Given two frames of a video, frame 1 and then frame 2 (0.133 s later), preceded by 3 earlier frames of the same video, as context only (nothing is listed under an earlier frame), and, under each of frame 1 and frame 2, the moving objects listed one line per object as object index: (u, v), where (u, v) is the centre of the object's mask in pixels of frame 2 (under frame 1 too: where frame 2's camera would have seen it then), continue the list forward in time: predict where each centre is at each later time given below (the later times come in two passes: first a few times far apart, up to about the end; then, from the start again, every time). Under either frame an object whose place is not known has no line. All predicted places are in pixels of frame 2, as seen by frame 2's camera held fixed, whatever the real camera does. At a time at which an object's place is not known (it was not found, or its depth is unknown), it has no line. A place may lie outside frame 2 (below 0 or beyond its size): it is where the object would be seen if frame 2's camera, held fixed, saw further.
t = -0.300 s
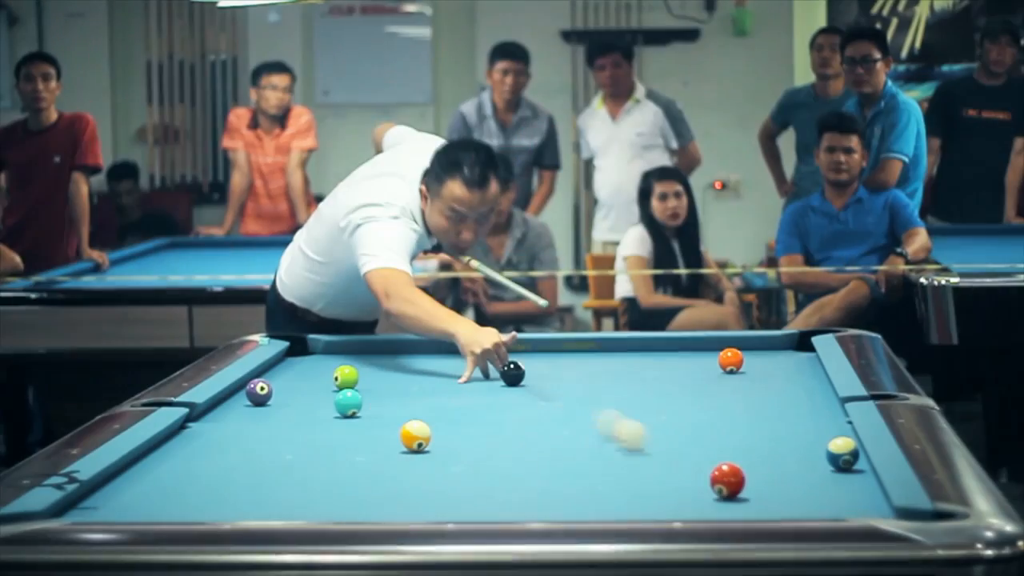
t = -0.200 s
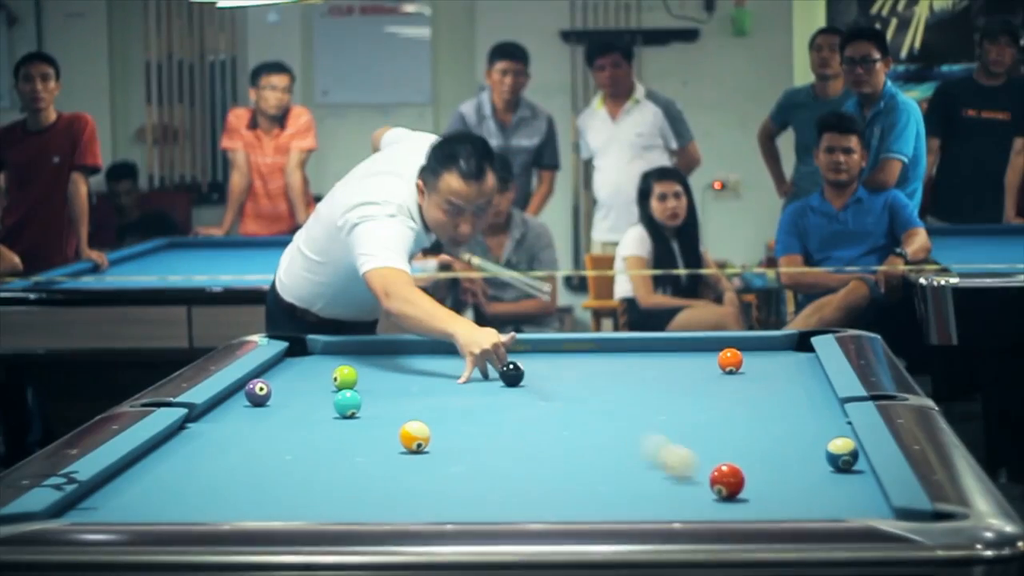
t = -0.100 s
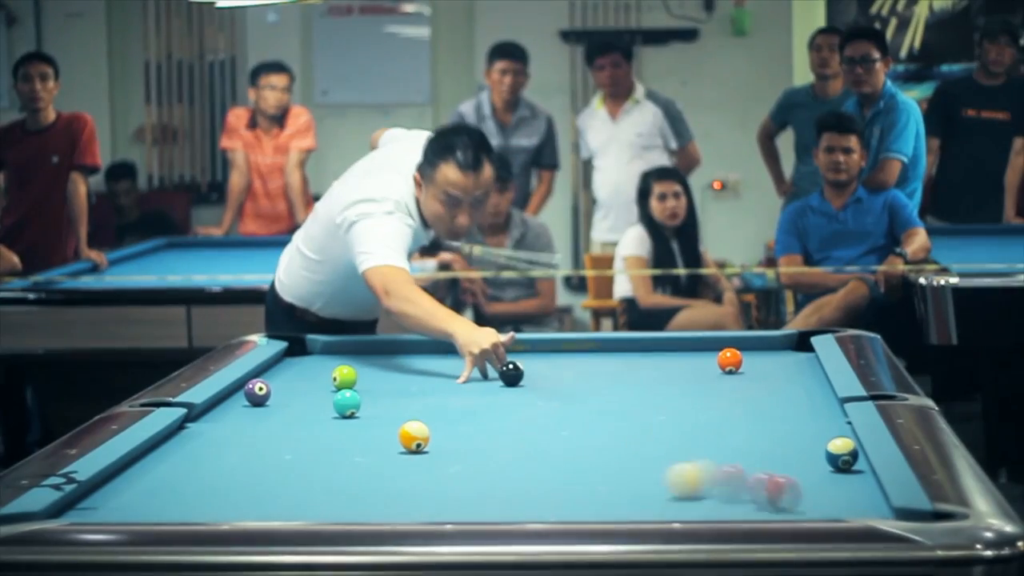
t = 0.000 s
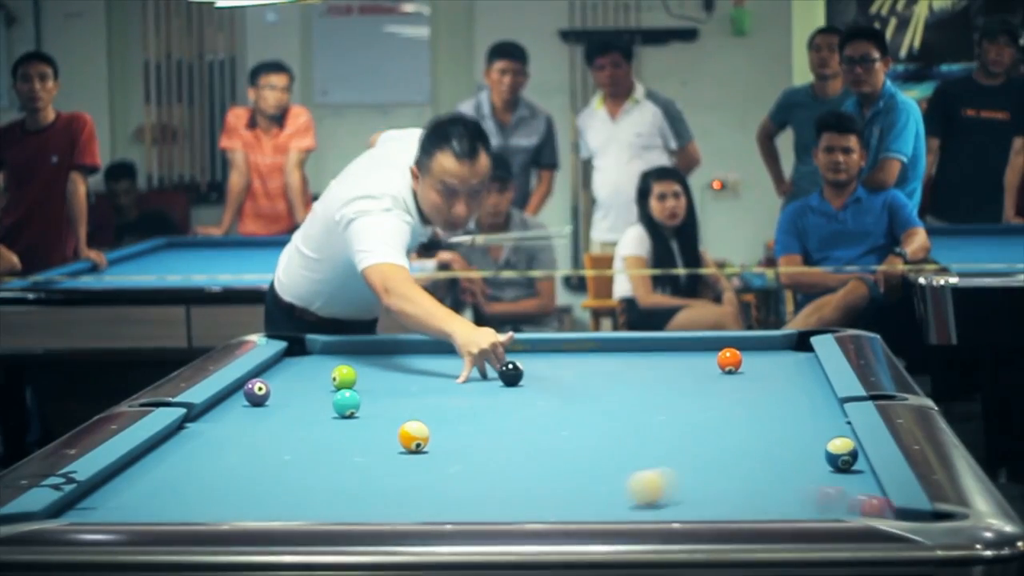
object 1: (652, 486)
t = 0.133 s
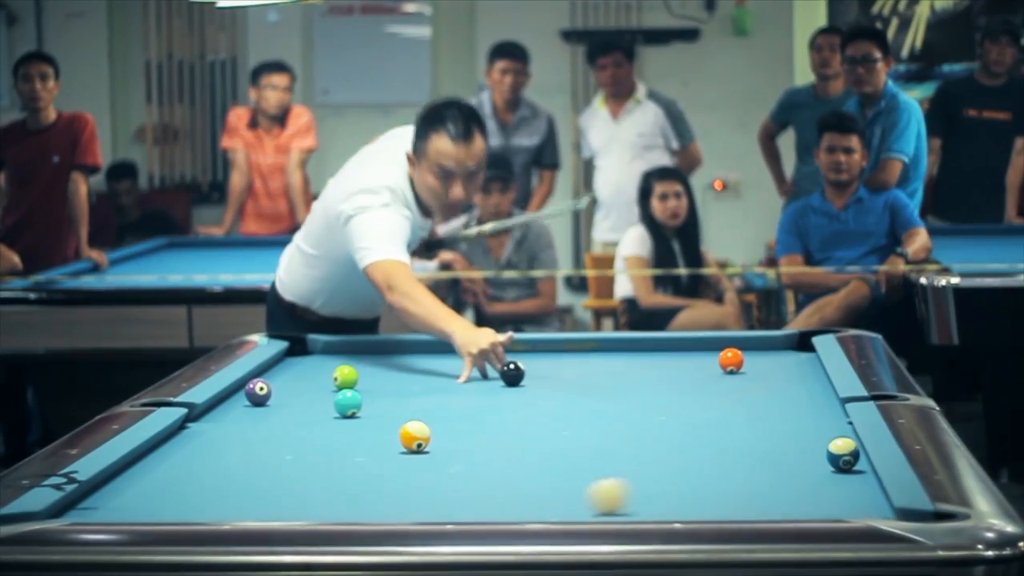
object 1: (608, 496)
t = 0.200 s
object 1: (584, 499)
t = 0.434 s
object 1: (503, 510)
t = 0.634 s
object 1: (443, 507)
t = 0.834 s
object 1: (393, 503)
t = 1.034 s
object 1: (346, 499)
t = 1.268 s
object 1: (293, 492)
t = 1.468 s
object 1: (252, 485)
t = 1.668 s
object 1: (214, 479)
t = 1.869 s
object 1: (177, 473)
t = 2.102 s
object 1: (138, 467)
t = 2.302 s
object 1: (145, 462)
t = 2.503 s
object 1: (172, 458)
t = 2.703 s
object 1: (196, 454)
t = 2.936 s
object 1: (222, 450)
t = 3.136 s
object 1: (242, 447)
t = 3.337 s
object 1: (260, 444)
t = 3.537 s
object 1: (278, 441)
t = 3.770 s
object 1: (297, 439)
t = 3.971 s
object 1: (311, 437)
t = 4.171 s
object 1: (324, 435)
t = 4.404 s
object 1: (336, 433)
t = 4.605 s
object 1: (346, 431)
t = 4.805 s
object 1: (354, 430)
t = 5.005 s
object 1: (362, 429)
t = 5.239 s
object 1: (369, 428)
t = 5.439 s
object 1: (373, 427)
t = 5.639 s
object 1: (376, 427)
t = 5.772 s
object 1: (377, 427)
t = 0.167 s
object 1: (595, 498)
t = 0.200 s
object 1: (584, 499)
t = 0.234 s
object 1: (573, 501)
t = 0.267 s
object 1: (559, 503)
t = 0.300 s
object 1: (548, 504)
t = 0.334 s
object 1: (536, 506)
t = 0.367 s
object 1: (521, 507)
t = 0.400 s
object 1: (510, 509)
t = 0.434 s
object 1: (503, 510)
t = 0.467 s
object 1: (487, 511)
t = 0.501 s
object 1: (477, 510)
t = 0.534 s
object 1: (470, 510)
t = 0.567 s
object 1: (460, 509)
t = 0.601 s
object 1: (451, 508)
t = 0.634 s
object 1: (443, 507)
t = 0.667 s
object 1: (433, 507)
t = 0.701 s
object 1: (425, 505)
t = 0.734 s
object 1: (418, 505)
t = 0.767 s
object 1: (408, 504)
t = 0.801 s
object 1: (401, 502)
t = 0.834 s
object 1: (393, 503)
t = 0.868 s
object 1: (383, 502)
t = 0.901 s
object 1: (376, 501)
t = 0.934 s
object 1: (368, 501)
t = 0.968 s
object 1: (360, 500)
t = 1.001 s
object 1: (352, 499)
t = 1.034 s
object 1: (346, 499)
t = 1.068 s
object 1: (336, 498)
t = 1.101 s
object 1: (330, 497)
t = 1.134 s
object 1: (323, 496)
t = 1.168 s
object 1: (314, 495)
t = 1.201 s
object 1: (308, 493)
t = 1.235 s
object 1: (301, 492)
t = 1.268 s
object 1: (293, 492)
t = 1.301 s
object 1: (287, 490)
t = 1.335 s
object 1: (280, 489)
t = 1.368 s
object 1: (272, 488)
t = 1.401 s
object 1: (265, 487)
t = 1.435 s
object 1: (259, 486)
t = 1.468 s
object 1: (252, 485)
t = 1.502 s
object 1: (246, 484)
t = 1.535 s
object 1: (239, 483)
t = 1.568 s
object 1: (232, 482)
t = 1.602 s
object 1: (226, 481)
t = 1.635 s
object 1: (221, 480)
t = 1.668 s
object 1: (214, 479)
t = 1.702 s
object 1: (208, 478)
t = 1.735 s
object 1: (202, 477)
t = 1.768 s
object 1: (195, 476)
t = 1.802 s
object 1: (189, 475)
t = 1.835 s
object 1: (184, 474)
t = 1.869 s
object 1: (177, 473)
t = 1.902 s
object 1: (171, 472)
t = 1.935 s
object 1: (167, 471)
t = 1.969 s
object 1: (161, 471)
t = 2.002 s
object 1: (156, 469)
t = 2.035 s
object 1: (151, 469)
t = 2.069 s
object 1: (144, 468)
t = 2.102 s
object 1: (138, 467)
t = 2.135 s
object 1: (134, 466)
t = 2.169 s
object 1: (129, 466)
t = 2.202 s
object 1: (132, 464)
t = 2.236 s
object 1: (136, 464)
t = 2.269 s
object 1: (141, 463)
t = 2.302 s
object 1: (145, 462)
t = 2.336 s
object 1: (149, 461)
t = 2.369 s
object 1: (154, 461)
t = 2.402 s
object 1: (159, 460)
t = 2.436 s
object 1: (163, 459)
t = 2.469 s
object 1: (168, 459)
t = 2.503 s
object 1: (172, 458)
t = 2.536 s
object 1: (176, 457)
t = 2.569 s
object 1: (180, 457)
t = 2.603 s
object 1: (184, 456)
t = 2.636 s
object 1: (187, 456)
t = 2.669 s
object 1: (192, 455)
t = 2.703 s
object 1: (196, 454)
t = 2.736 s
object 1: (199, 454)
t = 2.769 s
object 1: (204, 453)
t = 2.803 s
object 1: (207, 453)
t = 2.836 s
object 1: (211, 452)
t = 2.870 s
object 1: (215, 452)
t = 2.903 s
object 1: (218, 451)
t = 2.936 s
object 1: (222, 450)
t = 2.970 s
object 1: (226, 450)
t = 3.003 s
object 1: (229, 449)
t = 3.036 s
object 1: (232, 449)
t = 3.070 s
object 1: (236, 449)
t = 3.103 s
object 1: (239, 448)
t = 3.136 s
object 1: (242, 447)
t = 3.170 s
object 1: (246, 447)
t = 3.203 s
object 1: (249, 446)
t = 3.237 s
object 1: (252, 446)
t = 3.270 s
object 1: (255, 445)
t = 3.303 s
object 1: (258, 444)
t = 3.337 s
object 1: (260, 444)
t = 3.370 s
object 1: (265, 444)
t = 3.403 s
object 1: (267, 443)
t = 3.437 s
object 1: (270, 443)
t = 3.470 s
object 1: (273, 442)
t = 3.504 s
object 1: (276, 442)
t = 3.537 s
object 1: (278, 441)
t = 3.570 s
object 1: (281, 441)
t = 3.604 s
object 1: (284, 440)
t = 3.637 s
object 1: (287, 440)
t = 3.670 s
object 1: (290, 440)
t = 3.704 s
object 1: (292, 439)
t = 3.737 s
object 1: (294, 439)
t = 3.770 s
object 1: (297, 439)
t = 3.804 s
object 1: (299, 438)
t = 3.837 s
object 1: (302, 438)
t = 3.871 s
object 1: (305, 438)
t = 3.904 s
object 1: (306, 437)
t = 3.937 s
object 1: (308, 437)
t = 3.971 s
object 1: (311, 437)
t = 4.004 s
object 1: (313, 436)
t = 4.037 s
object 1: (315, 436)
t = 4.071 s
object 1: (318, 436)
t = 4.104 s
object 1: (319, 435)
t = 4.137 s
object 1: (321, 435)
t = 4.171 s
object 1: (324, 435)
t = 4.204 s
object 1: (325, 434)
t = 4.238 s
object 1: (327, 434)
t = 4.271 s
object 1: (329, 433)
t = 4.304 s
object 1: (331, 434)
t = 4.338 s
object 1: (333, 433)
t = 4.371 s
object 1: (335, 433)
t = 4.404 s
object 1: (336, 433)
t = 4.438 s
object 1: (338, 432)
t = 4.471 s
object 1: (340, 432)
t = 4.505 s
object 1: (341, 432)
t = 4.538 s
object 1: (343, 432)
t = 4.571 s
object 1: (345, 431)
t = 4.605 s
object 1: (346, 431)
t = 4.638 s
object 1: (347, 431)
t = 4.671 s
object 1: (349, 431)
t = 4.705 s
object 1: (350, 430)
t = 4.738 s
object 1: (351, 430)
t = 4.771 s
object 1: (353, 430)
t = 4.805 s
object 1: (354, 430)
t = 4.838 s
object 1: (356, 430)
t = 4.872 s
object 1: (357, 429)
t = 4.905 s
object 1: (358, 429)
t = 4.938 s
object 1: (359, 429)
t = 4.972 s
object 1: (361, 429)
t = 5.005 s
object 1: (362, 429)
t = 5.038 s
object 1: (363, 429)
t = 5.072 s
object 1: (364, 429)
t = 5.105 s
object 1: (365, 428)
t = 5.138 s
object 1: (366, 428)
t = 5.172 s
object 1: (367, 428)
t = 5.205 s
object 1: (368, 428)
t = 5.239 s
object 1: (369, 428)
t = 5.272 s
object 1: (370, 428)
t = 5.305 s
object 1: (371, 428)
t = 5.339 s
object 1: (371, 428)
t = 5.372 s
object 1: (372, 427)
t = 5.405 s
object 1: (372, 427)
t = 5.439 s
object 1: (373, 427)
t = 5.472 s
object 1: (374, 427)
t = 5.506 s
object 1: (375, 427)
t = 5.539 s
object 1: (375, 427)
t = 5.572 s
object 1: (375, 427)
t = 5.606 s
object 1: (376, 427)
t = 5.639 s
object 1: (376, 427)
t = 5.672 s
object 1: (377, 427)
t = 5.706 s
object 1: (377, 427)
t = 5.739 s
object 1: (377, 427)
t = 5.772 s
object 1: (377, 427)
